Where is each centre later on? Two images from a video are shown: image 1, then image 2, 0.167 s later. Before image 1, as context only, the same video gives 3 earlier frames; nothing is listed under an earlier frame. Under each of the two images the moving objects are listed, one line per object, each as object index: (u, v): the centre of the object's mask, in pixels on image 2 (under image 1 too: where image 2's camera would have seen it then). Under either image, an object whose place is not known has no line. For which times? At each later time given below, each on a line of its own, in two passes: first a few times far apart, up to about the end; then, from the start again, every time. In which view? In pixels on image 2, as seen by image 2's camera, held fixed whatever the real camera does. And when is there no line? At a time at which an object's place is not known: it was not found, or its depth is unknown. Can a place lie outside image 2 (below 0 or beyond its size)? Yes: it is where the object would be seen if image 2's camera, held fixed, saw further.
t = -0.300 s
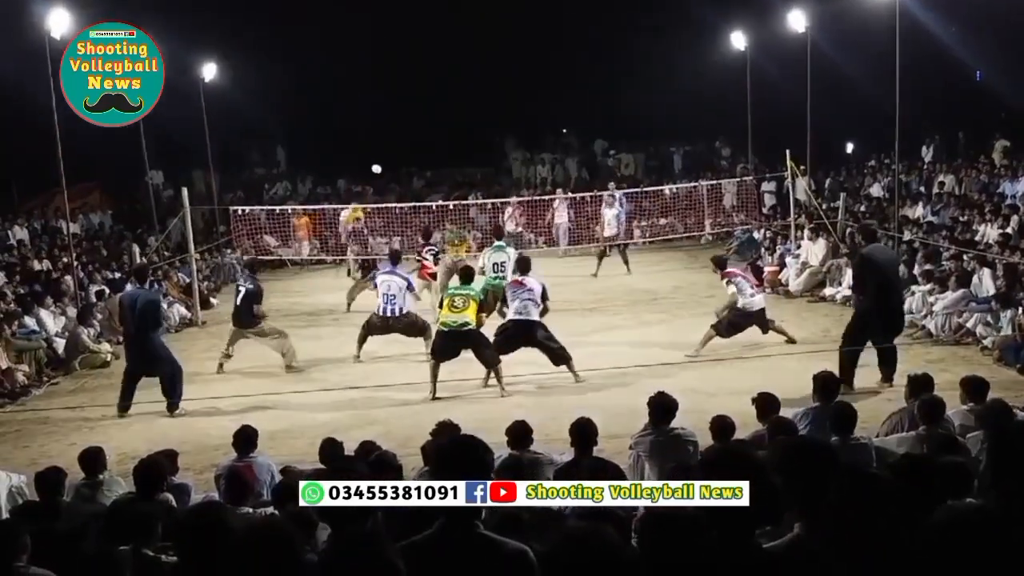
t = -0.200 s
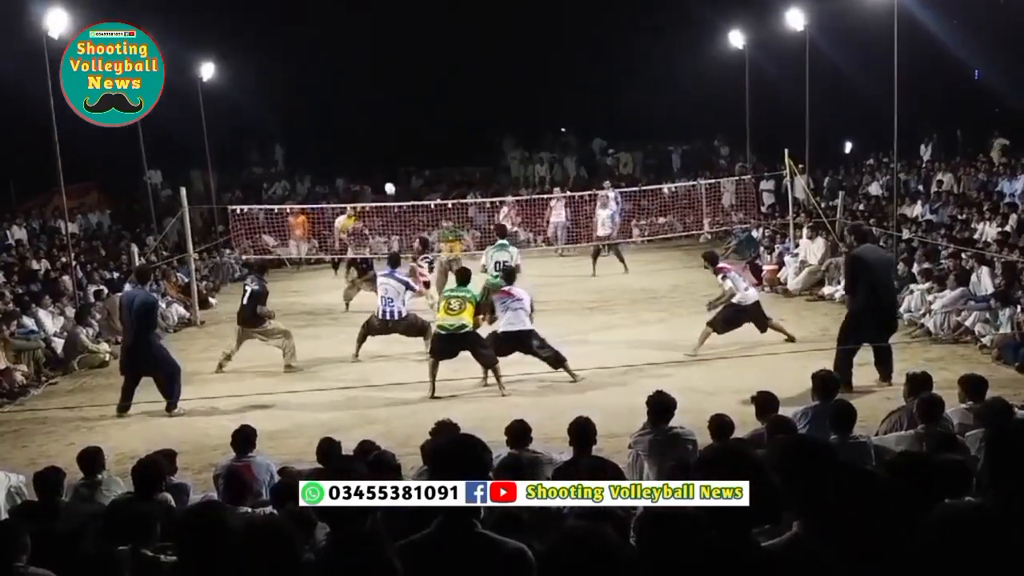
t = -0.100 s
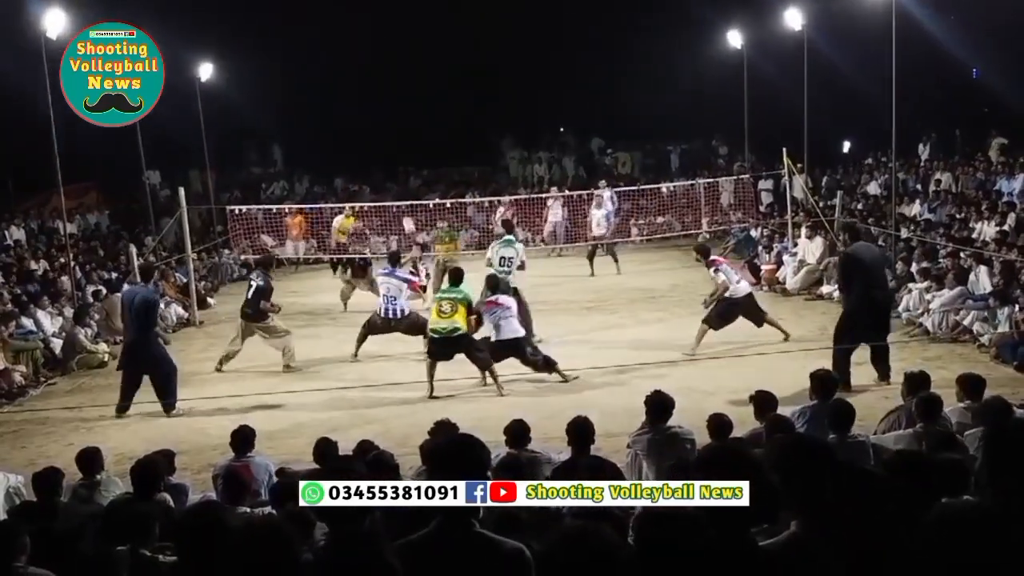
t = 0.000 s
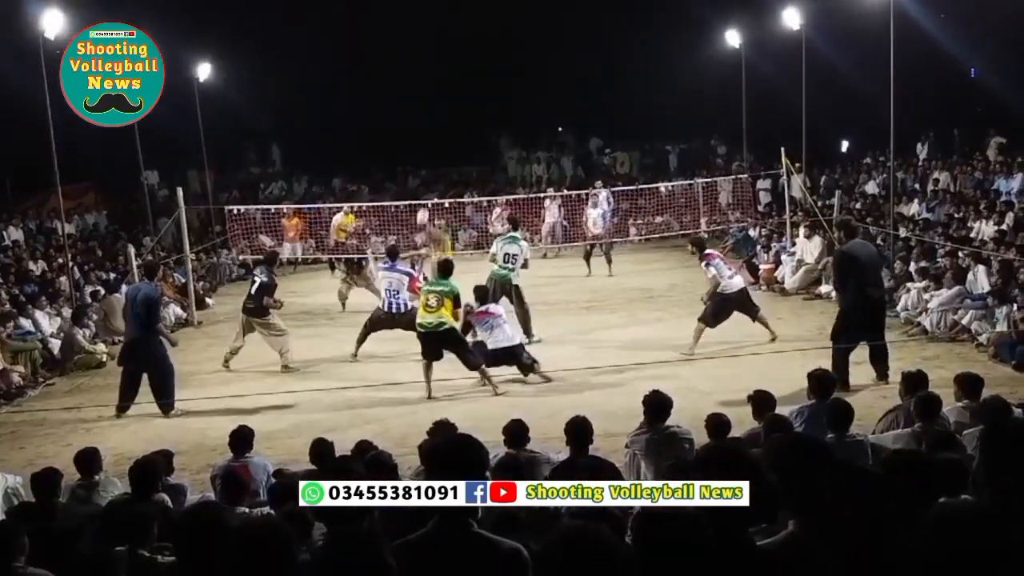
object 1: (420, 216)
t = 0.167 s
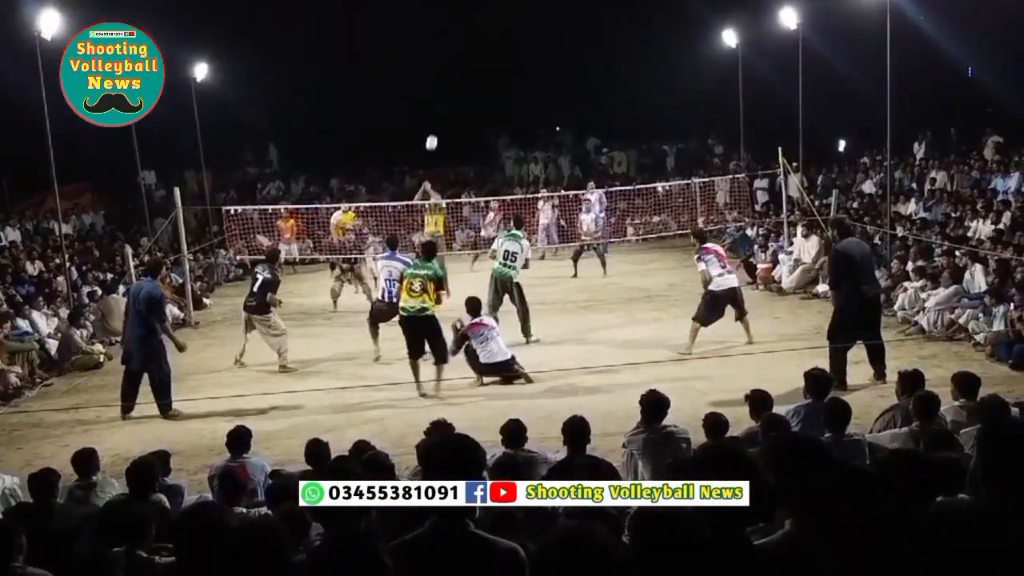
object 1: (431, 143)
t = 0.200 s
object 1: (434, 131)
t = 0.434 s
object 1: (449, 79)
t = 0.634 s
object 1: (460, 66)
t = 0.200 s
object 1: (434, 131)
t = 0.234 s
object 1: (436, 121)
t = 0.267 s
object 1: (438, 112)
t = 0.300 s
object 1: (440, 103)
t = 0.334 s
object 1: (442, 96)
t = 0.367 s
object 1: (444, 89)
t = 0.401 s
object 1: (447, 84)
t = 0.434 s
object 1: (449, 79)
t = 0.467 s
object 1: (451, 75)
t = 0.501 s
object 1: (452, 71)
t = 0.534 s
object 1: (455, 69)
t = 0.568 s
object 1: (456, 67)
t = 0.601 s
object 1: (458, 66)
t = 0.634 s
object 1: (460, 66)
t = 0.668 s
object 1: (462, 66)
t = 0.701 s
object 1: (464, 66)
